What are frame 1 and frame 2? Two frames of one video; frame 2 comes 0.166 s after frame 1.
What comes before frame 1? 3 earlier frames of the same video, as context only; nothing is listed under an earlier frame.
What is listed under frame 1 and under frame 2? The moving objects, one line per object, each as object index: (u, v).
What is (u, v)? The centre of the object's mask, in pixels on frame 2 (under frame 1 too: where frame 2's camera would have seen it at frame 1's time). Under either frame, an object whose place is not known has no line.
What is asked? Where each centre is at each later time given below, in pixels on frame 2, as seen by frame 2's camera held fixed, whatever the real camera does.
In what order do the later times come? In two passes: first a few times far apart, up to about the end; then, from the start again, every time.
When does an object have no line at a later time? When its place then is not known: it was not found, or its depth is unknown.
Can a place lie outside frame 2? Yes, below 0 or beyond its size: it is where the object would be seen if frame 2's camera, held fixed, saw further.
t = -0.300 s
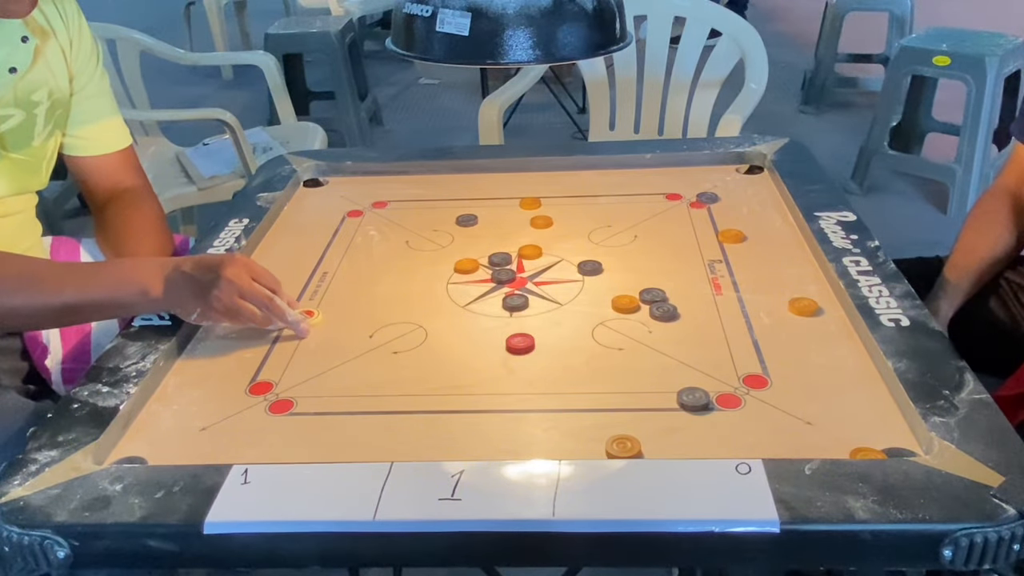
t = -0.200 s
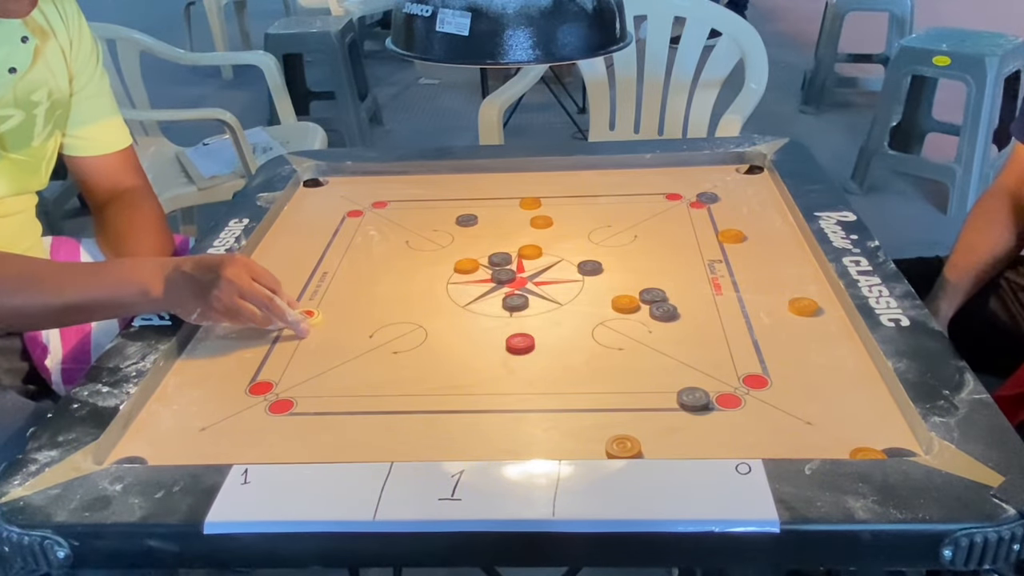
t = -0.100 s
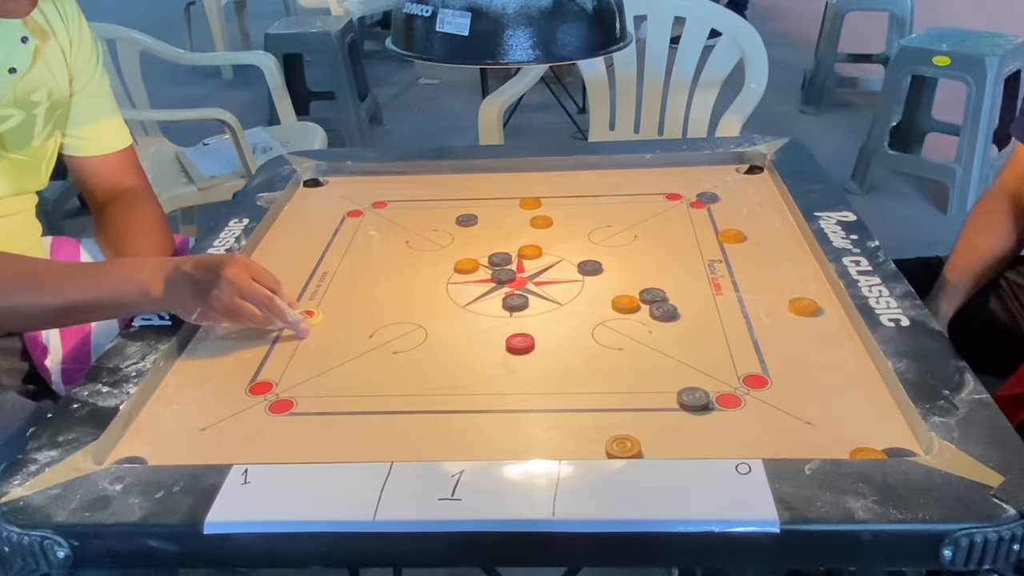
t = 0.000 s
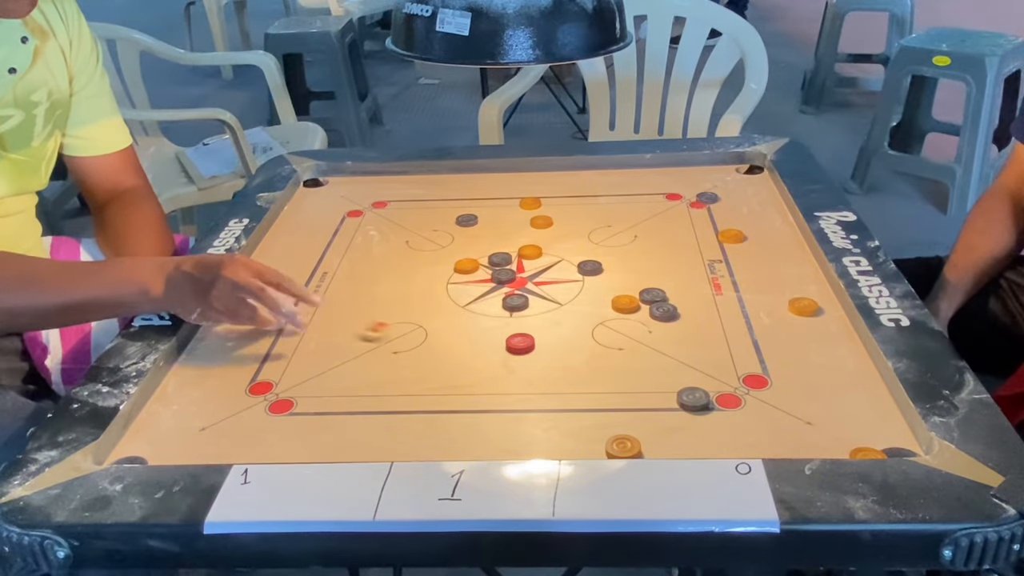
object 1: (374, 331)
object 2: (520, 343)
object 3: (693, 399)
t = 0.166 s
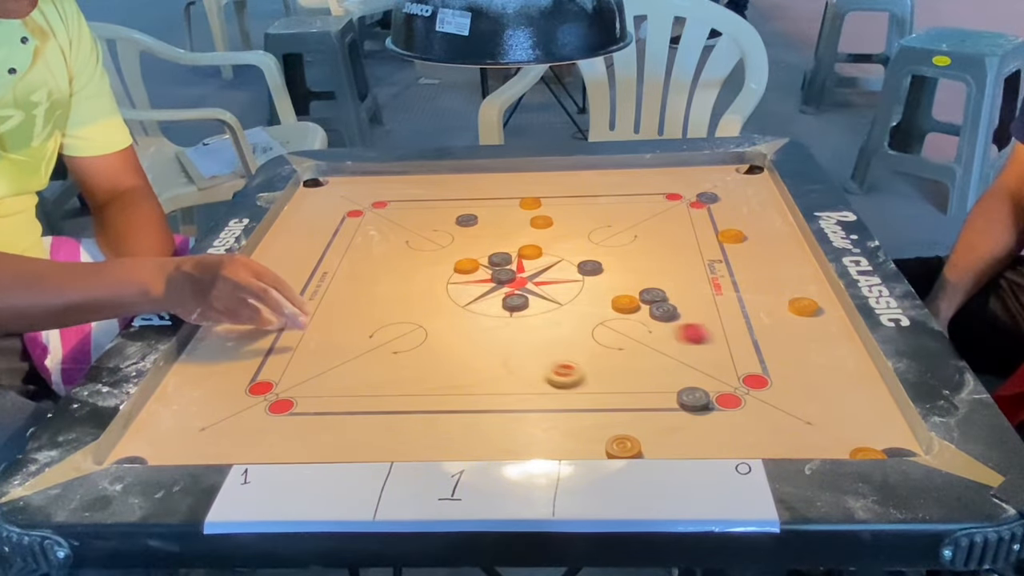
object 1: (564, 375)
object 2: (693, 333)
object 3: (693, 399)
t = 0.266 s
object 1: (647, 402)
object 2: (816, 326)
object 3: (693, 399)
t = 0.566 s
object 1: (761, 450)
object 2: (453, 357)
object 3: (868, 386)
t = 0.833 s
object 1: (772, 442)
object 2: (223, 375)
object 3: (840, 387)
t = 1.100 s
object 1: (773, 442)
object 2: (228, 379)
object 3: (840, 387)
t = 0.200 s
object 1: (593, 385)
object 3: (693, 399)
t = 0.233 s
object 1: (620, 395)
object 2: (811, 326)
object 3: (693, 399)
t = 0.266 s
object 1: (647, 402)
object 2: (816, 326)
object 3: (693, 399)
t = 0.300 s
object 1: (668, 413)
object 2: (770, 331)
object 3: (710, 398)
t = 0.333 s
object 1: (684, 422)
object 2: (726, 334)
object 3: (736, 396)
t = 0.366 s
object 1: (700, 432)
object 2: (683, 338)
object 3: (760, 394)
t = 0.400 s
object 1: (714, 440)
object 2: (641, 342)
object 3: (783, 392)
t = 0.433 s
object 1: (727, 446)
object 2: (601, 345)
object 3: (803, 390)
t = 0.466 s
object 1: (738, 449)
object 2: (563, 348)
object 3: (822, 389)
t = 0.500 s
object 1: (750, 452)
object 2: (524, 352)
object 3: (839, 388)
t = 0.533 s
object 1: (756, 451)
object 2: (488, 355)
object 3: (854, 386)
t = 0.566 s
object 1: (761, 450)
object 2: (453, 357)
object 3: (868, 386)
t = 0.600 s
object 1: (766, 448)
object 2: (420, 360)
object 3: (862, 386)
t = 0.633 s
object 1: (768, 446)
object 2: (388, 363)
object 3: (854, 386)
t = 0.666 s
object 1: (769, 445)
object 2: (357, 365)
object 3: (848, 387)
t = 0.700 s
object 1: (771, 444)
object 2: (327, 367)
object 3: (844, 387)
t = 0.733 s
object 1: (772, 443)
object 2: (299, 369)
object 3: (841, 387)
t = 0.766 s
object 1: (772, 443)
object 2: (272, 371)
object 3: (840, 387)
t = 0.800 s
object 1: (772, 442)
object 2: (246, 373)
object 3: (840, 387)
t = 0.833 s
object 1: (772, 442)
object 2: (223, 375)
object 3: (840, 387)
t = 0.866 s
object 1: (772, 442)
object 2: (201, 376)
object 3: (840, 387)
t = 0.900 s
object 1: (772, 442)
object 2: (180, 378)
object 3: (840, 387)
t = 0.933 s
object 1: (772, 442)
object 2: (187, 379)
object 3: (840, 387)
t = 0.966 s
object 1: (772, 442)
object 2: (199, 379)
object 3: (840, 387)
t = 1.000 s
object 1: (772, 442)
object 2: (209, 379)
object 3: (840, 387)
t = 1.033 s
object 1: (772, 442)
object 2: (217, 379)
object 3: (840, 387)
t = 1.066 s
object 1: (772, 442)
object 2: (223, 379)
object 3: (840, 387)
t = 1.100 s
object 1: (773, 442)
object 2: (228, 379)
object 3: (840, 387)
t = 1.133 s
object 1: (773, 442)
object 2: (231, 380)
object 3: (840, 387)
